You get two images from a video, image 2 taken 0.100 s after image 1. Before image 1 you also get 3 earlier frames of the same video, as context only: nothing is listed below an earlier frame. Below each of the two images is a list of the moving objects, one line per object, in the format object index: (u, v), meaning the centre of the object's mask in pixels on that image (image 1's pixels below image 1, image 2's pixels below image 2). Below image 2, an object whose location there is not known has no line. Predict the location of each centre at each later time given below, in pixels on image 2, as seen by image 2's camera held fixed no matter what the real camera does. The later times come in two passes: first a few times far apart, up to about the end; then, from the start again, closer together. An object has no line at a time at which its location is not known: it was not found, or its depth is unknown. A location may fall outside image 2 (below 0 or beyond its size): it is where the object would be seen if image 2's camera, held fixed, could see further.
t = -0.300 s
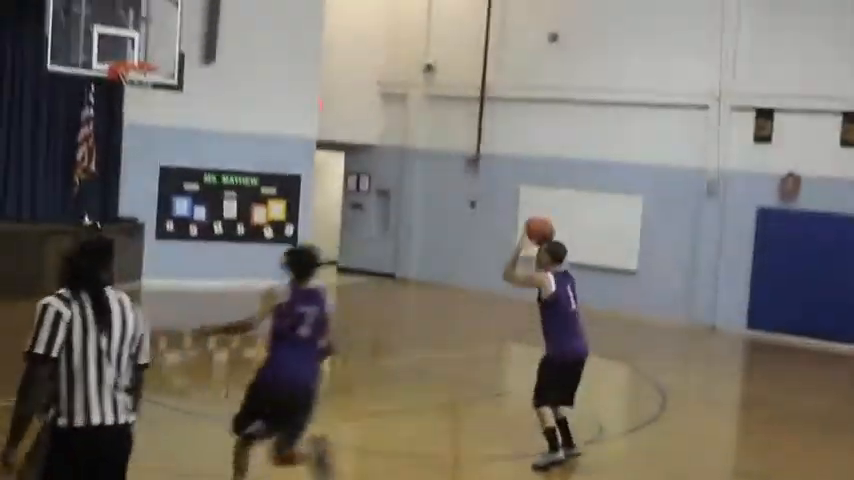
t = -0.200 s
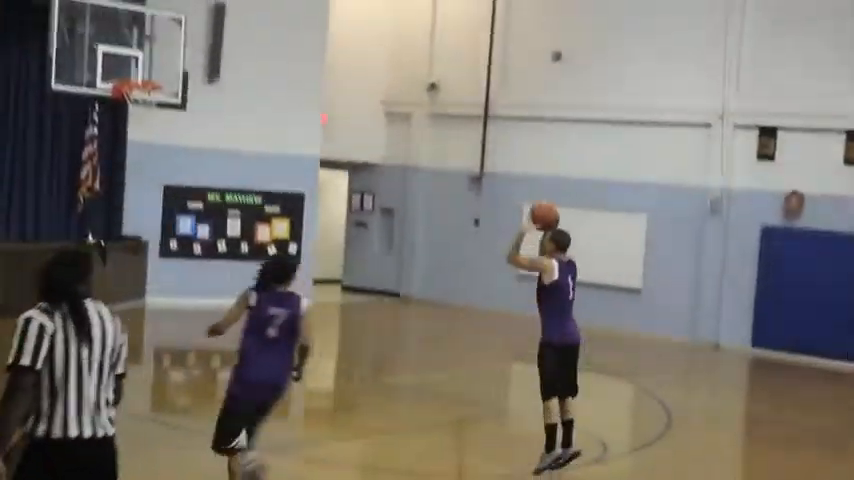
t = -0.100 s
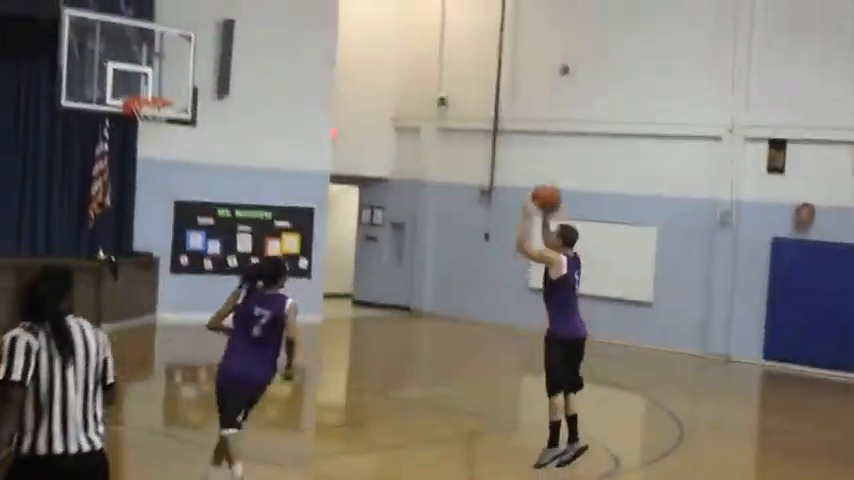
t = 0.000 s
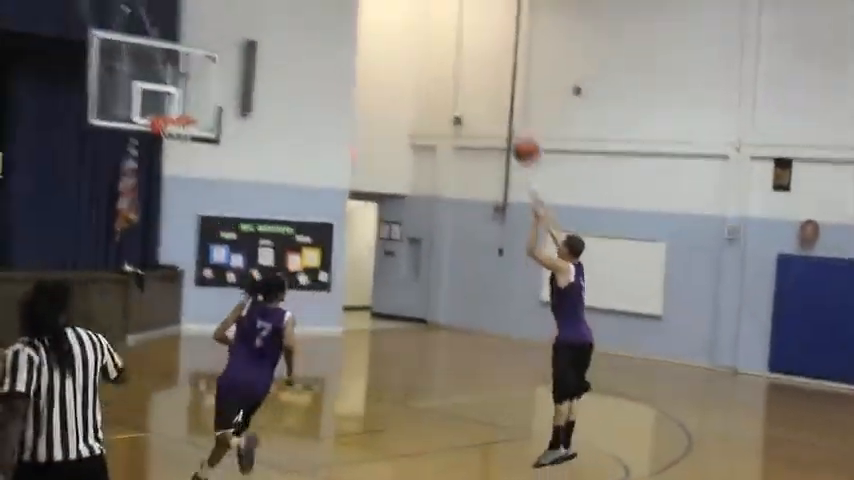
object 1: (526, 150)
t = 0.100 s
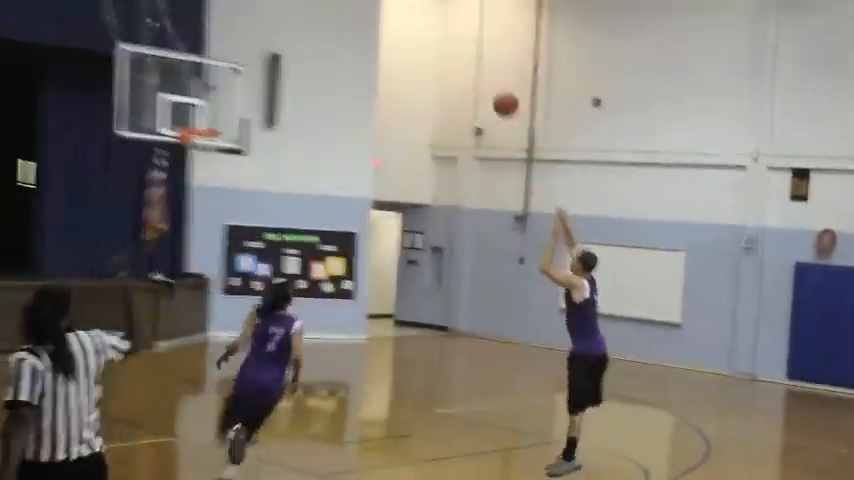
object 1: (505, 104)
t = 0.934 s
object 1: (236, 70)
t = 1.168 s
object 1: (212, 99)
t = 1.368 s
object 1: (245, 49)
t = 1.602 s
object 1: (286, 33)
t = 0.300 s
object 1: (429, 29)
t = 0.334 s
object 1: (418, 22)
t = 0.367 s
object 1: (407, 16)
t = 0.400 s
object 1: (395, 11)
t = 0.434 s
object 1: (384, 8)
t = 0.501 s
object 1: (363, 4)
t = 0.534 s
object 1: (353, 3)
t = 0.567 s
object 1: (342, 3)
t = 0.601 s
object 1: (332, 5)
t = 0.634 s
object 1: (322, 7)
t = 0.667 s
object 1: (311, 11)
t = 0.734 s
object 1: (291, 20)
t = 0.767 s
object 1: (282, 27)
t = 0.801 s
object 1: (273, 33)
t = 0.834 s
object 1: (263, 42)
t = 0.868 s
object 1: (254, 50)
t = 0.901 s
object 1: (245, 60)
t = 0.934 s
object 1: (236, 70)
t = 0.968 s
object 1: (227, 80)
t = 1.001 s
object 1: (218, 93)
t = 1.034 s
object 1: (211, 107)
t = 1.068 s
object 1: (200, 118)
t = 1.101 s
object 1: (199, 120)
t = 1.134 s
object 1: (204, 112)
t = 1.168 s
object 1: (212, 99)
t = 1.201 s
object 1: (216, 89)
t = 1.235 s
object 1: (222, 79)
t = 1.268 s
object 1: (226, 71)
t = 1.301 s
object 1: (233, 63)
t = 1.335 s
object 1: (239, 56)
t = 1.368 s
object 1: (245, 49)
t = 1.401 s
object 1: (251, 44)
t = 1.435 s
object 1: (256, 39)
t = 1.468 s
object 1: (263, 36)
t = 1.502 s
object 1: (268, 34)
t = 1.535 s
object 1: (274, 32)
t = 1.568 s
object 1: (280, 32)
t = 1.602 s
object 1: (286, 33)
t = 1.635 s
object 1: (293, 36)
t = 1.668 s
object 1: (299, 42)
